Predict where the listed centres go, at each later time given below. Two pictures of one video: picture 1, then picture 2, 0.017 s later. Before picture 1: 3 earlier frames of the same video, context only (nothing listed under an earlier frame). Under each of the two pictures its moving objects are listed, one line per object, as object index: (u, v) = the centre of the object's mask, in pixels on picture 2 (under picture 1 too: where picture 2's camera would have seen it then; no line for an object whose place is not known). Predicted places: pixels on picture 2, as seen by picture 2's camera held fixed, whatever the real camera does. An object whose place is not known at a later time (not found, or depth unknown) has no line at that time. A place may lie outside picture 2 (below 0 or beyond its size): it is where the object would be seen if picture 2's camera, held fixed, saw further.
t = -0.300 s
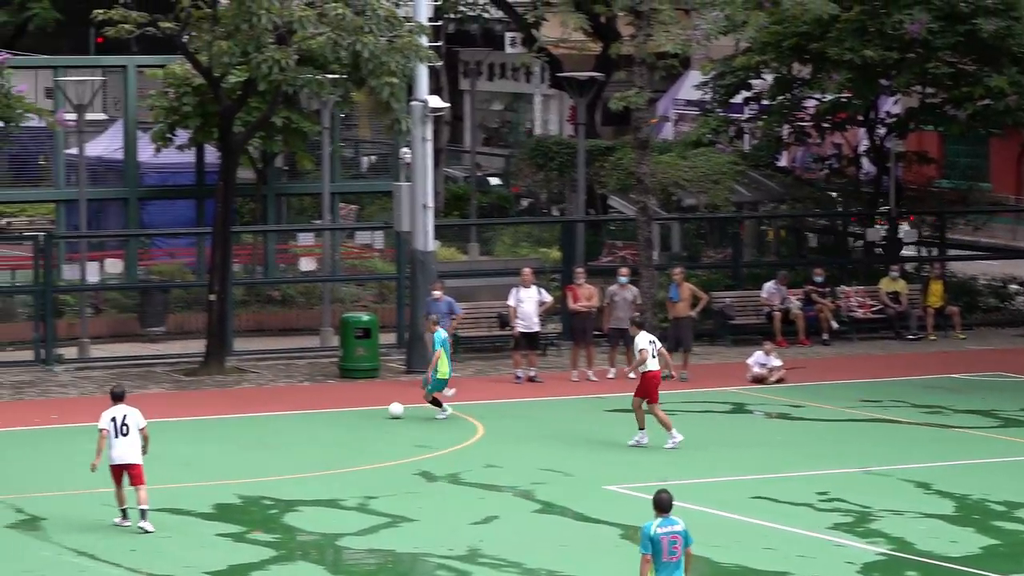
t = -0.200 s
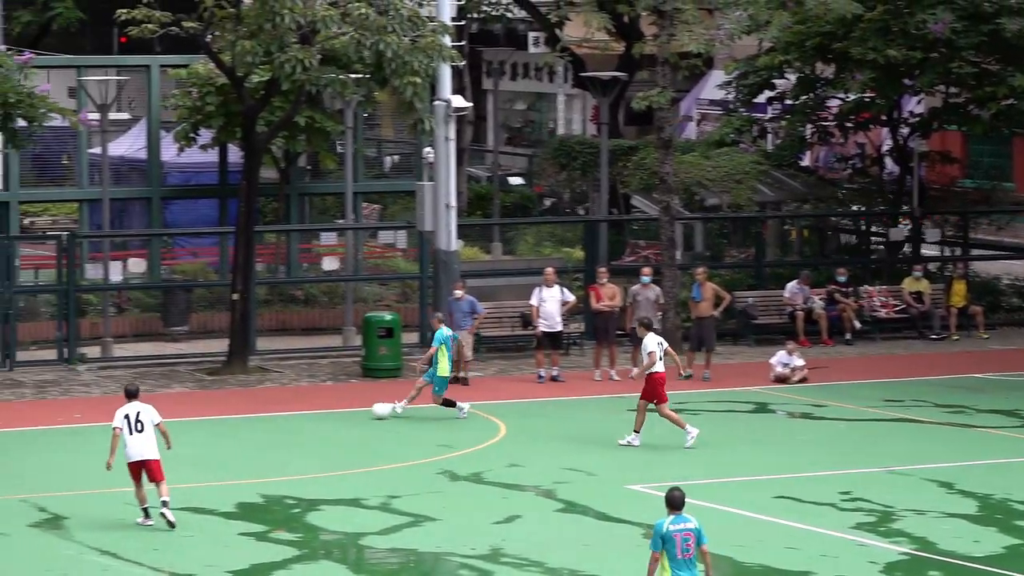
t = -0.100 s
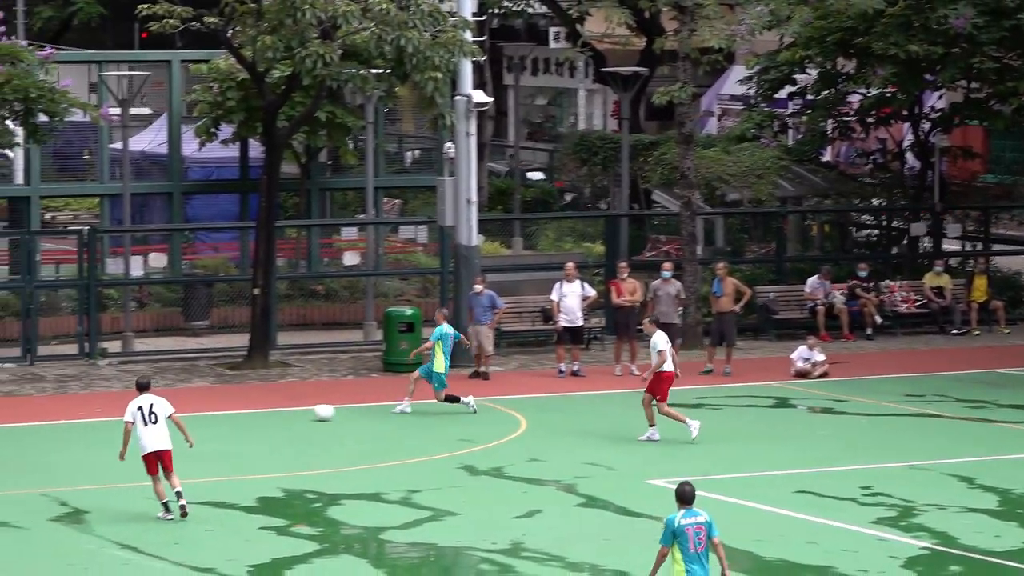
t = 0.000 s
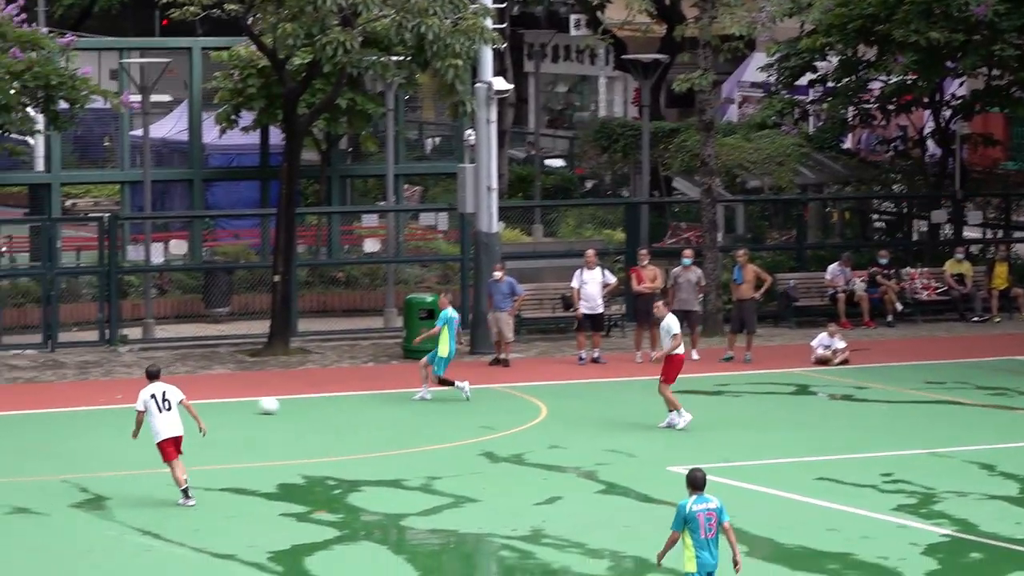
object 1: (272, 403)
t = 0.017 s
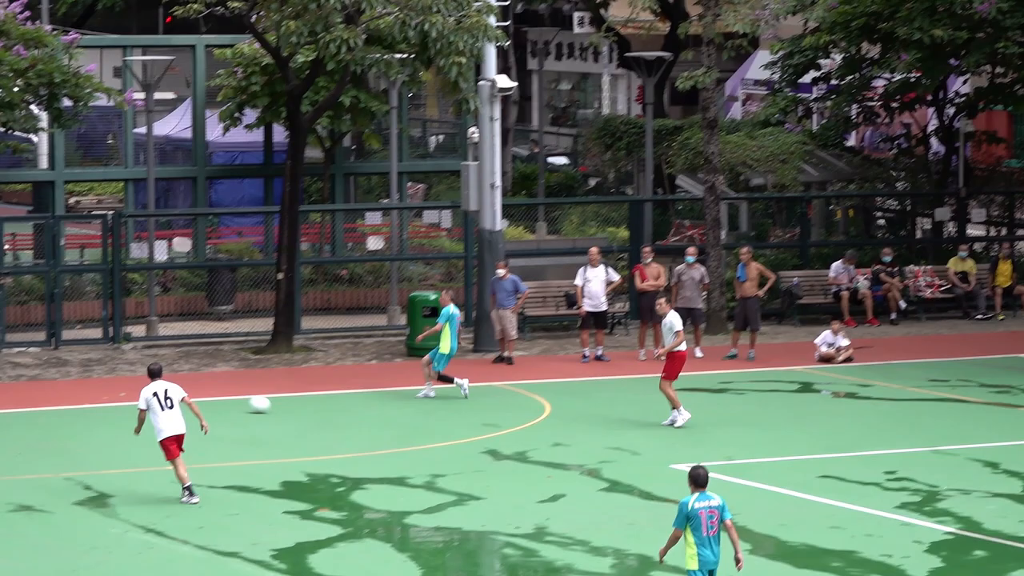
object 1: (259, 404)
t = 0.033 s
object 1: (247, 406)
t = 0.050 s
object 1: (235, 406)
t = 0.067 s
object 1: (223, 407)
